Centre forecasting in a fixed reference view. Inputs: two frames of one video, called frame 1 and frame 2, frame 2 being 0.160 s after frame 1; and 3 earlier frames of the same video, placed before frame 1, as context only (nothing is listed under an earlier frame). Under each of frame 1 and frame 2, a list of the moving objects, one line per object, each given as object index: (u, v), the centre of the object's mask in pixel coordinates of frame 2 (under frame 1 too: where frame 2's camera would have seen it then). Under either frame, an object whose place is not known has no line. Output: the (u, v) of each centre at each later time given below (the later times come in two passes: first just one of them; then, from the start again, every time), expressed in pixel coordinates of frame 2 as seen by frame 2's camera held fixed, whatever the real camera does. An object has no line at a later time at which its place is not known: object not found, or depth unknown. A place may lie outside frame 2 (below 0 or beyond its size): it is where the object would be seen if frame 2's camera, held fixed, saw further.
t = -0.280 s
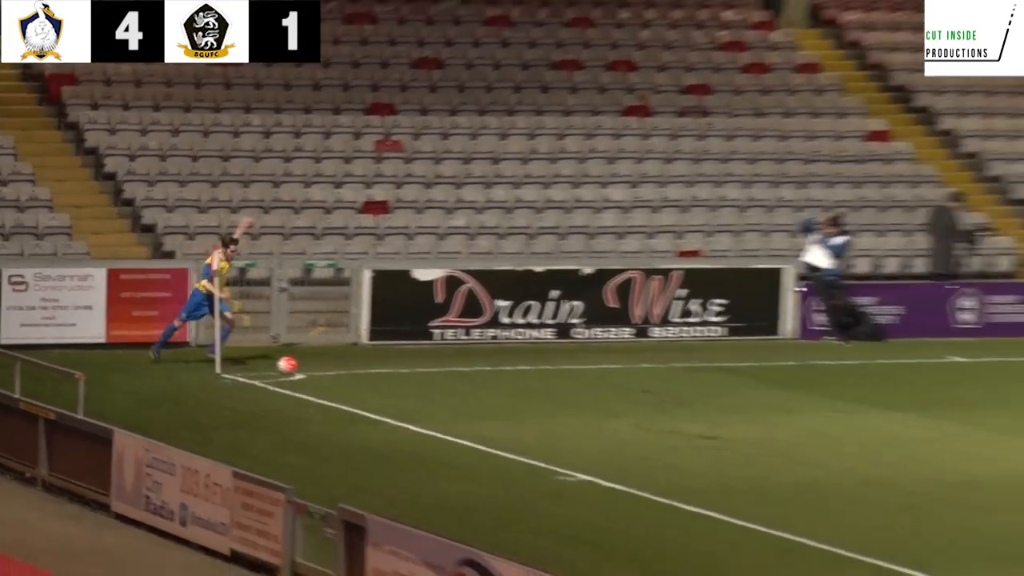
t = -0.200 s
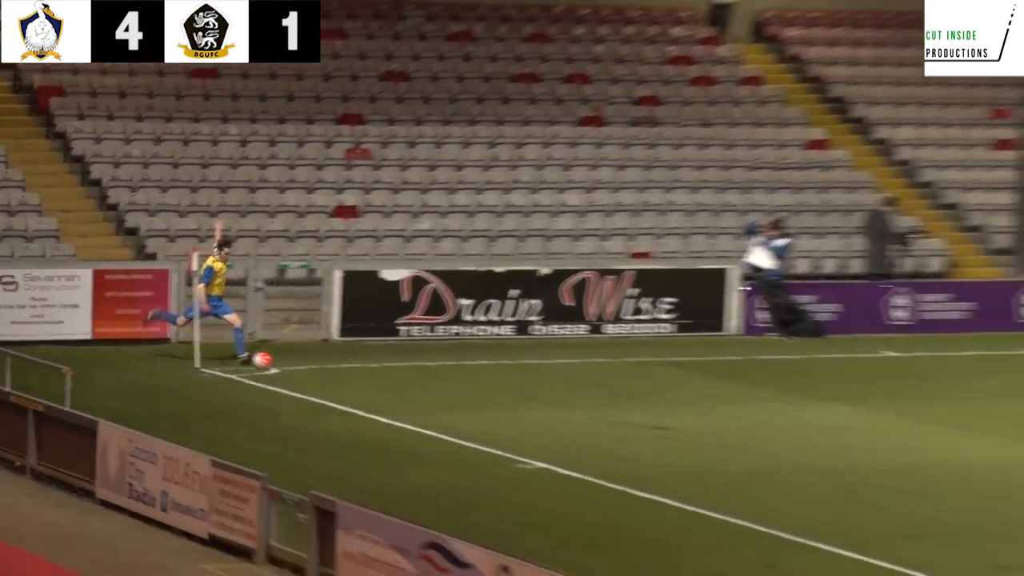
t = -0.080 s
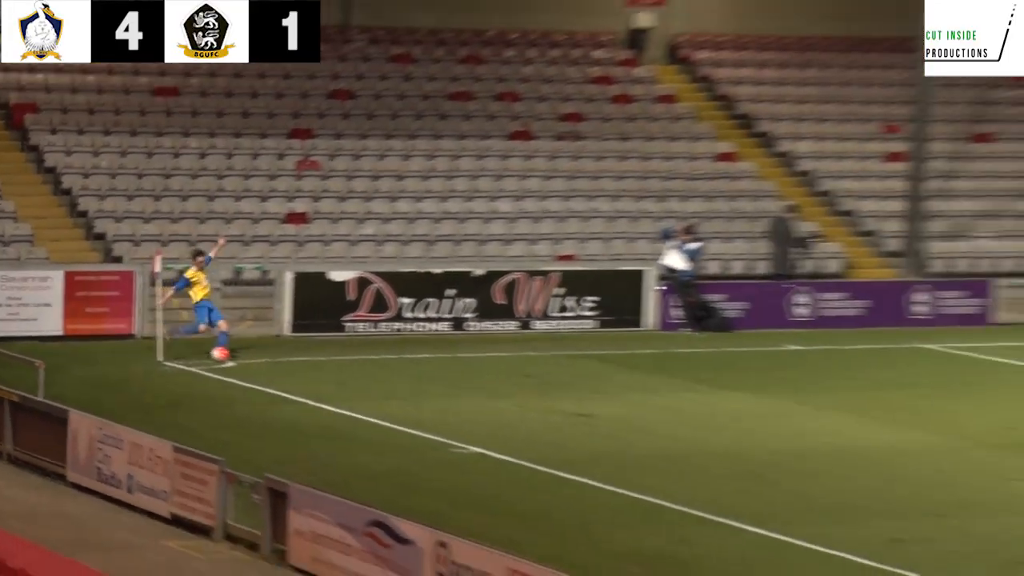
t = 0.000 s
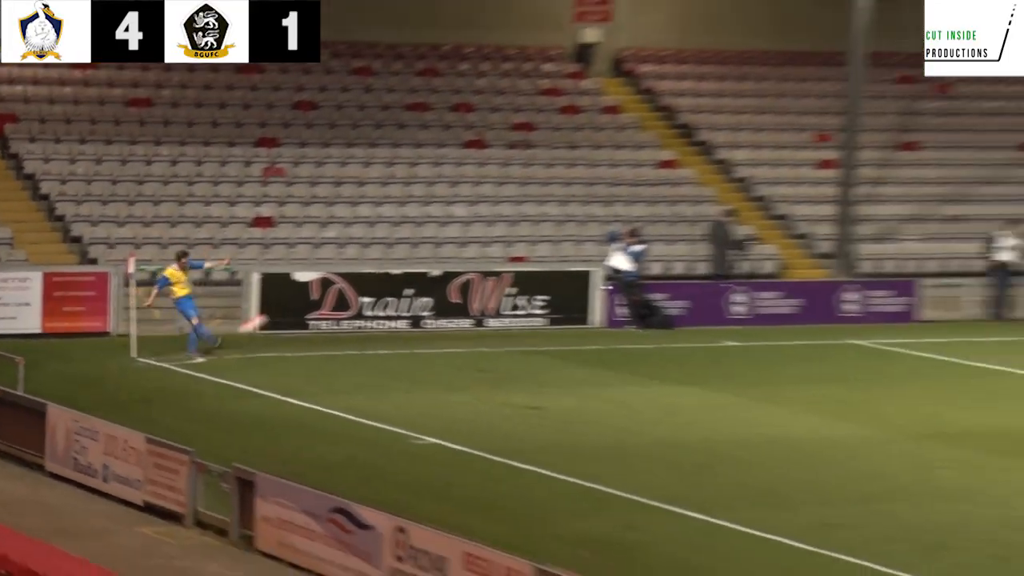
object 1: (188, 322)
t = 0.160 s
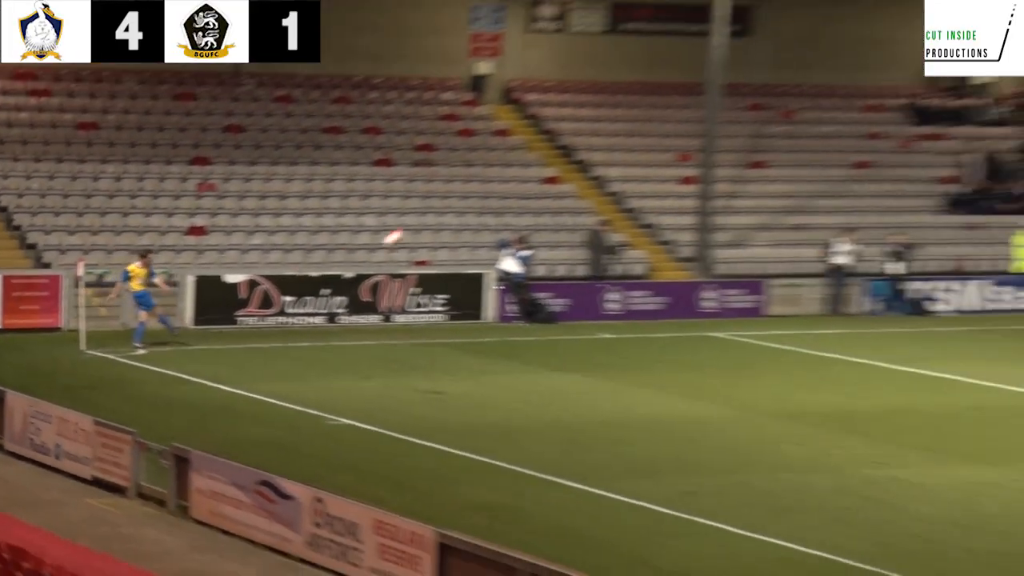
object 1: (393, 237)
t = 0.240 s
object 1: (487, 201)
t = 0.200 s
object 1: (441, 219)
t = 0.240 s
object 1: (487, 201)
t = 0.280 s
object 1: (530, 183)
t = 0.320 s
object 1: (574, 165)
